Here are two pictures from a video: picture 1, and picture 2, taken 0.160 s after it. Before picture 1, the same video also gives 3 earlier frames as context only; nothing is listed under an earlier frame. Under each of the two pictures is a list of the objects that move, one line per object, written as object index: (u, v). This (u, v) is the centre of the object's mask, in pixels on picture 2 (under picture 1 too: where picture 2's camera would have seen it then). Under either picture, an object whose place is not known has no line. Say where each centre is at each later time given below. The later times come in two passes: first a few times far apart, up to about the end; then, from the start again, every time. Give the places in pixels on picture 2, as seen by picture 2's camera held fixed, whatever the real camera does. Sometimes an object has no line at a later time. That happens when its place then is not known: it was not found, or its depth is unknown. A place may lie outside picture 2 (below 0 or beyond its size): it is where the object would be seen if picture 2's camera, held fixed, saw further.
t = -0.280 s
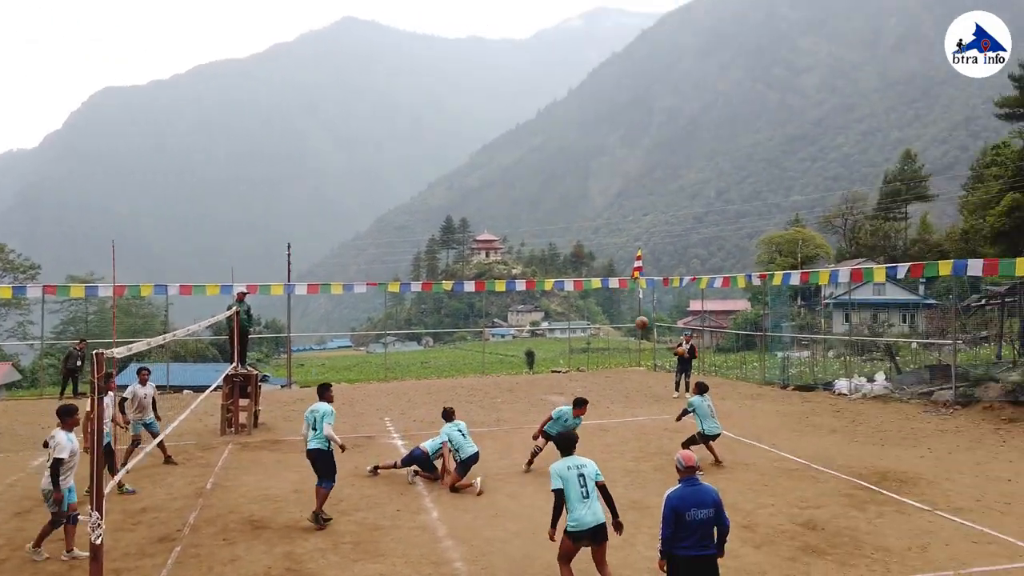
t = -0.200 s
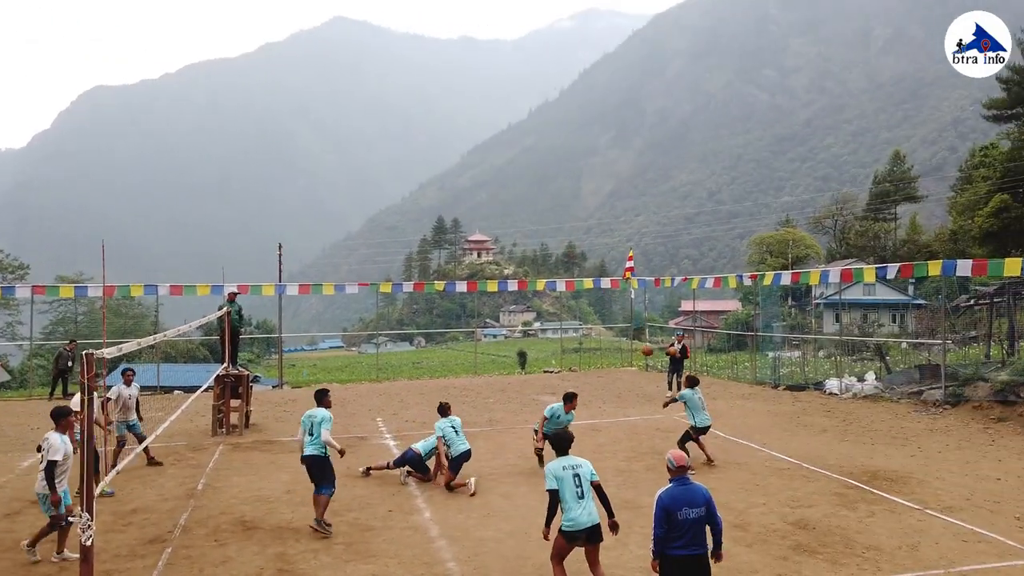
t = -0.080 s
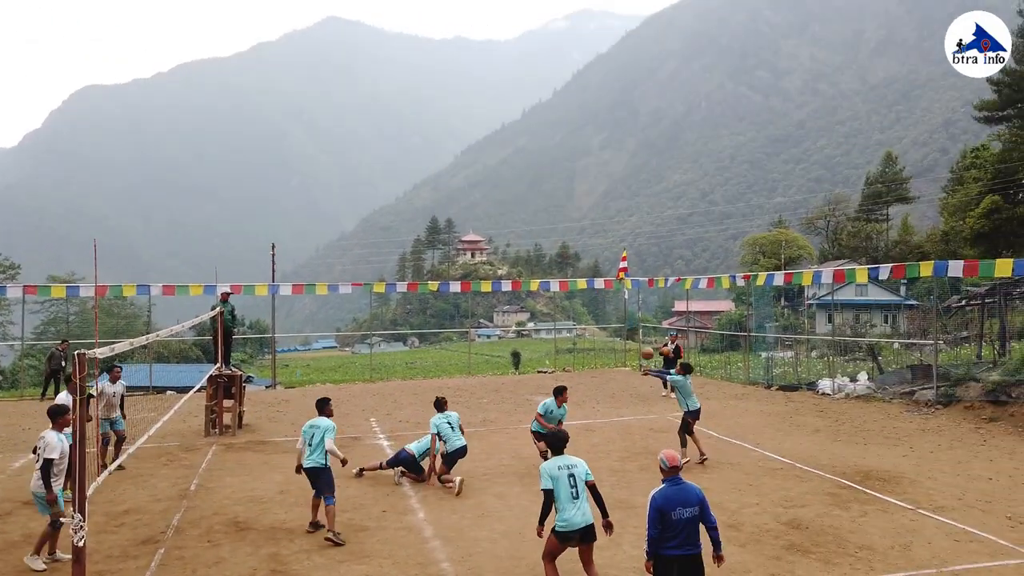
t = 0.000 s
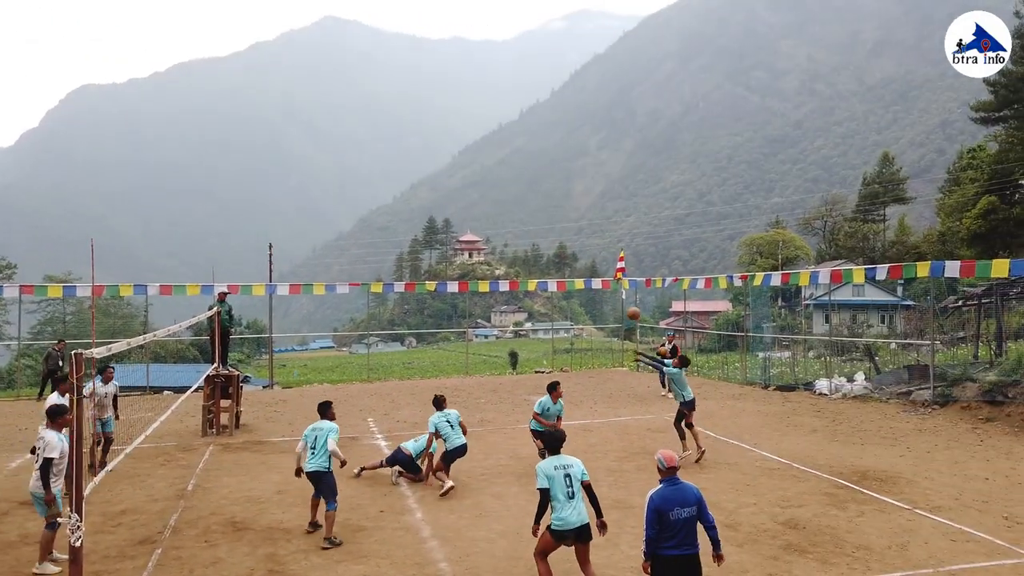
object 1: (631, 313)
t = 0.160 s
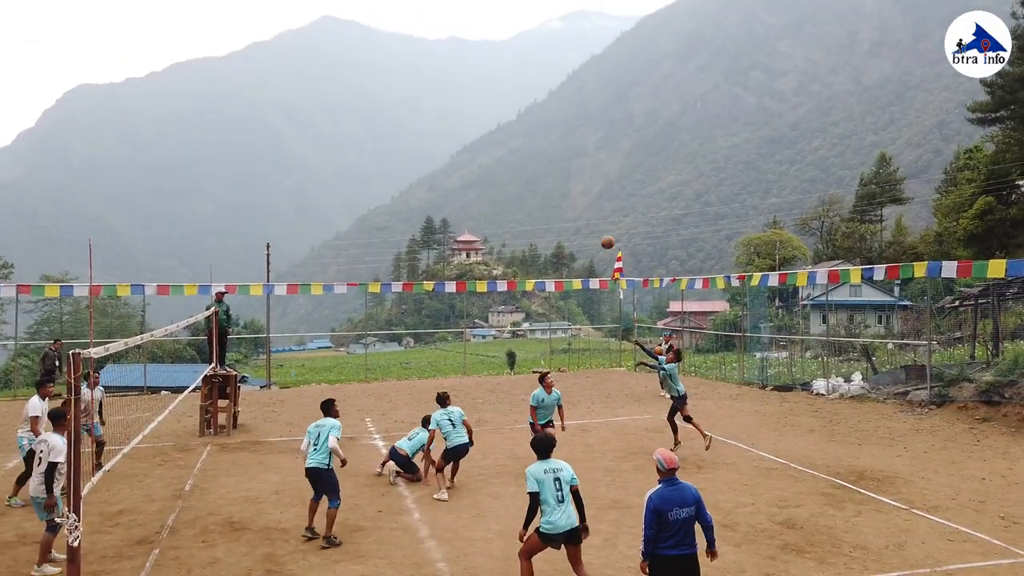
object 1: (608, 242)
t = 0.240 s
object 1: (595, 211)
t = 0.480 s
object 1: (555, 136)
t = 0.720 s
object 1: (512, 94)
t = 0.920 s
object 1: (473, 88)
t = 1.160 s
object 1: (422, 126)
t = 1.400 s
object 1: (365, 218)
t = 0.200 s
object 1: (601, 226)
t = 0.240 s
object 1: (595, 211)
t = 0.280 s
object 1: (589, 196)
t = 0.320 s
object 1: (582, 182)
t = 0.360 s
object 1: (576, 170)
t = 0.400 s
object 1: (569, 157)
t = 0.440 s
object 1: (562, 147)
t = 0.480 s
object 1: (555, 136)
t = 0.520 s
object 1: (548, 127)
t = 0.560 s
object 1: (541, 118)
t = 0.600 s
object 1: (533, 110)
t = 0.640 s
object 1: (526, 104)
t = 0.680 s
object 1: (519, 98)
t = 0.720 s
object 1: (512, 94)
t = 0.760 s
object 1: (504, 90)
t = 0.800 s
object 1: (497, 88)
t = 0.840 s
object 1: (489, 87)
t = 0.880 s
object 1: (481, 87)
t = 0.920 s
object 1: (473, 88)
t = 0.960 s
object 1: (465, 91)
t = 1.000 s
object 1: (457, 95)
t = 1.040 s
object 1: (449, 101)
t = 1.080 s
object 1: (440, 108)
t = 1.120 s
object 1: (431, 116)
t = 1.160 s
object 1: (422, 126)
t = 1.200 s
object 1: (413, 137)
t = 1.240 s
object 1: (404, 150)
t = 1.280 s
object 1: (394, 164)
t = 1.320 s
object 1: (385, 180)
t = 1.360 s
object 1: (375, 198)
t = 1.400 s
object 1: (365, 218)
